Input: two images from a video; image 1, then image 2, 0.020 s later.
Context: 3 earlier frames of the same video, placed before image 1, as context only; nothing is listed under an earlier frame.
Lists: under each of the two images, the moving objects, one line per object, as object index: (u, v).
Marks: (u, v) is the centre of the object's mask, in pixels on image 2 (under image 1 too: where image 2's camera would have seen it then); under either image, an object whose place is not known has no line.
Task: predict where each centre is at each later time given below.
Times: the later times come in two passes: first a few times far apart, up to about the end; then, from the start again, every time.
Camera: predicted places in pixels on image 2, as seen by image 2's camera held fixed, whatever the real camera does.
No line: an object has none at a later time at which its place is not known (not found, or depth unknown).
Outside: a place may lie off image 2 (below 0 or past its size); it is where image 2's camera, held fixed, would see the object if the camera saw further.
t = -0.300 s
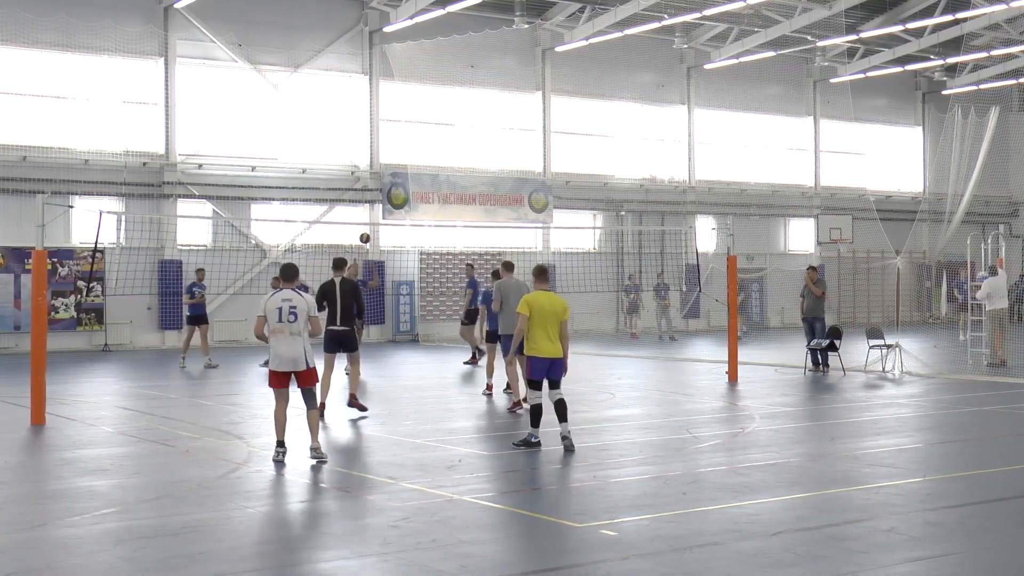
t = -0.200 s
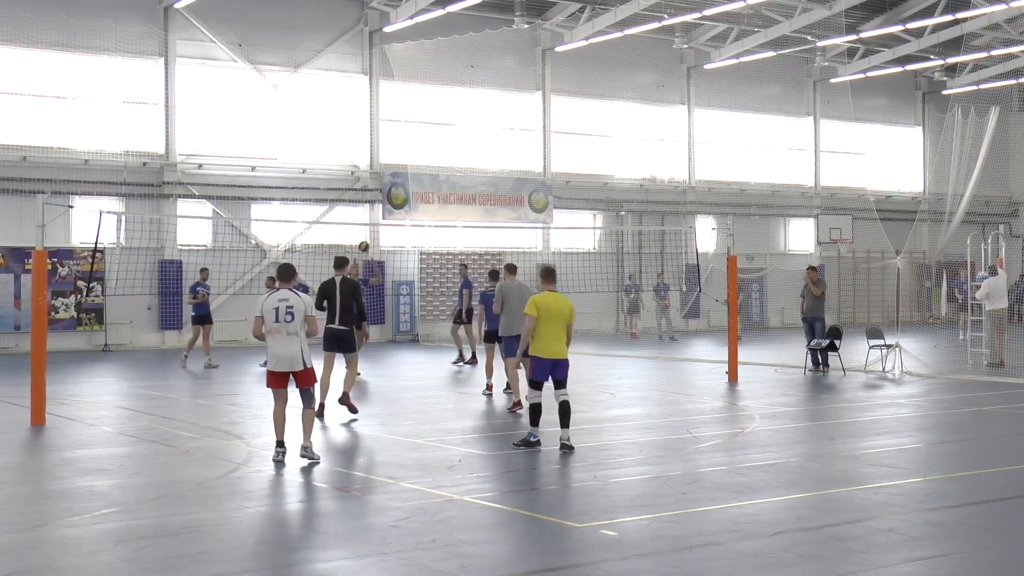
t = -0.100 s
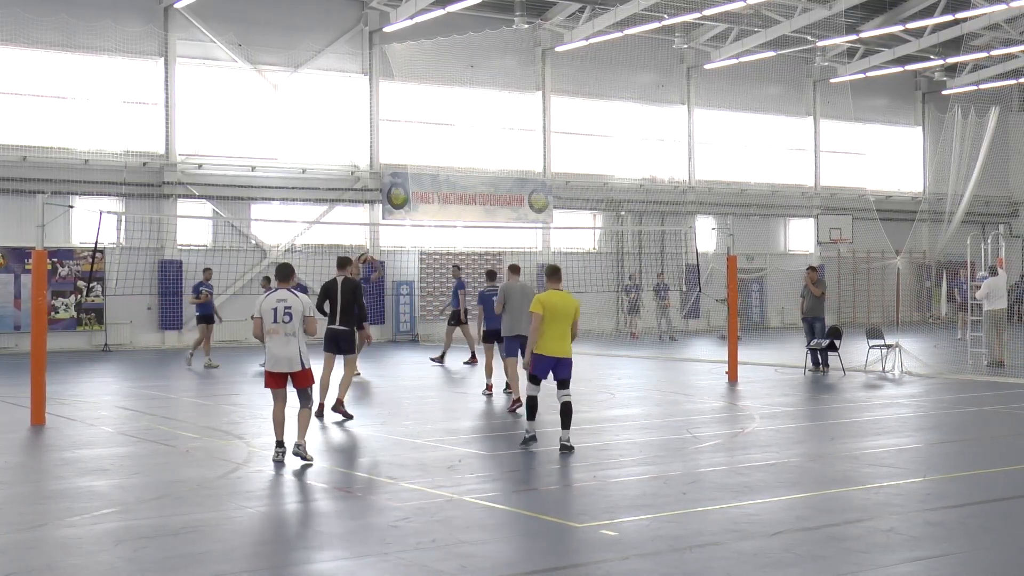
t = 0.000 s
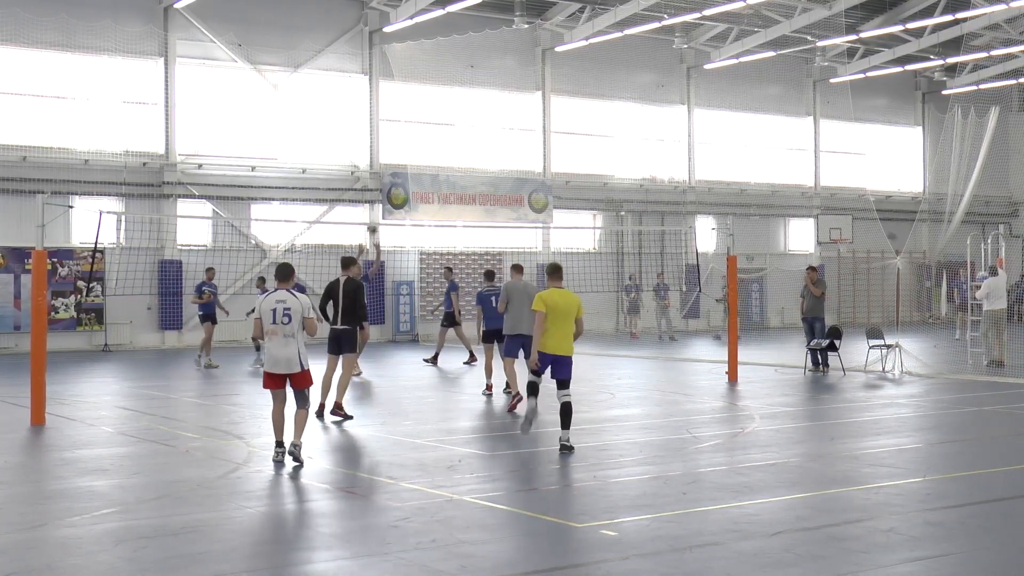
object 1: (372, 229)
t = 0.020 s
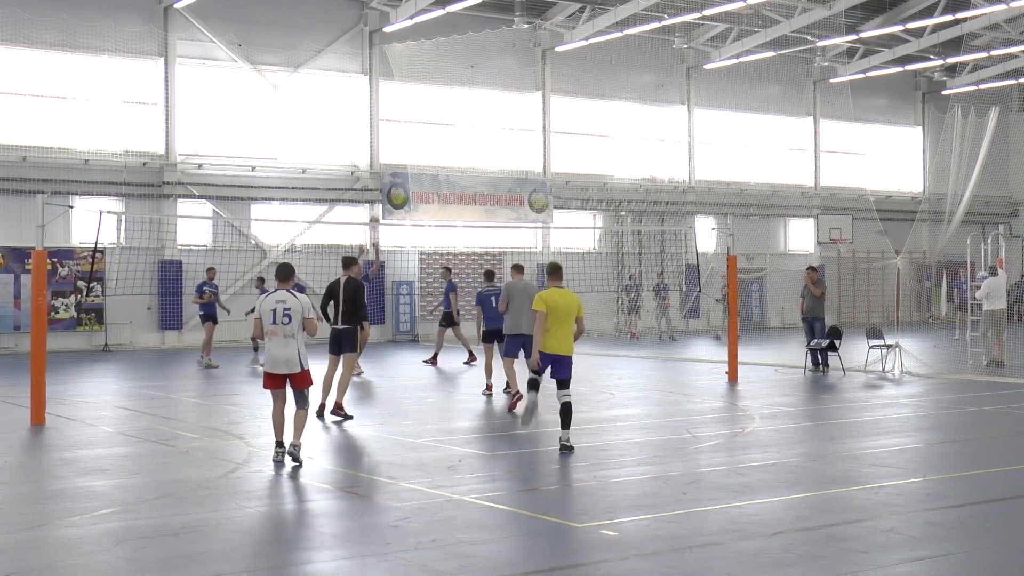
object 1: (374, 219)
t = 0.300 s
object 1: (407, 138)
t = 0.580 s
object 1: (443, 97)
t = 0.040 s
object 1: (376, 214)
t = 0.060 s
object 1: (378, 206)
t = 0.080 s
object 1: (380, 200)
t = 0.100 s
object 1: (383, 193)
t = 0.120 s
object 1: (386, 187)
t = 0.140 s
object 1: (387, 182)
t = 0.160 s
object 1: (389, 175)
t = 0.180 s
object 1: (393, 169)
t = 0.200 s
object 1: (395, 165)
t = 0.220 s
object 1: (397, 159)
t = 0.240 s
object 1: (399, 153)
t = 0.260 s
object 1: (402, 148)
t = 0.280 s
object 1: (404, 143)
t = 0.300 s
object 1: (407, 138)
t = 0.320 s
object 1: (409, 134)
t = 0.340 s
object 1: (411, 130)
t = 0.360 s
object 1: (414, 126)
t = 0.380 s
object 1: (416, 122)
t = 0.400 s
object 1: (418, 117)
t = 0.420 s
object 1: (422, 114)
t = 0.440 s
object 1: (424, 111)
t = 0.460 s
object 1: (426, 109)
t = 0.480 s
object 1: (429, 106)
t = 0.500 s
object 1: (432, 103)
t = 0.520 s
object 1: (435, 102)
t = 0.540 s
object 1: (437, 101)
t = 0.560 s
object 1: (440, 98)
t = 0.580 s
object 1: (443, 97)
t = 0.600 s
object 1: (444, 96)
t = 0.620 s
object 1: (446, 96)
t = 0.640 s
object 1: (449, 96)
